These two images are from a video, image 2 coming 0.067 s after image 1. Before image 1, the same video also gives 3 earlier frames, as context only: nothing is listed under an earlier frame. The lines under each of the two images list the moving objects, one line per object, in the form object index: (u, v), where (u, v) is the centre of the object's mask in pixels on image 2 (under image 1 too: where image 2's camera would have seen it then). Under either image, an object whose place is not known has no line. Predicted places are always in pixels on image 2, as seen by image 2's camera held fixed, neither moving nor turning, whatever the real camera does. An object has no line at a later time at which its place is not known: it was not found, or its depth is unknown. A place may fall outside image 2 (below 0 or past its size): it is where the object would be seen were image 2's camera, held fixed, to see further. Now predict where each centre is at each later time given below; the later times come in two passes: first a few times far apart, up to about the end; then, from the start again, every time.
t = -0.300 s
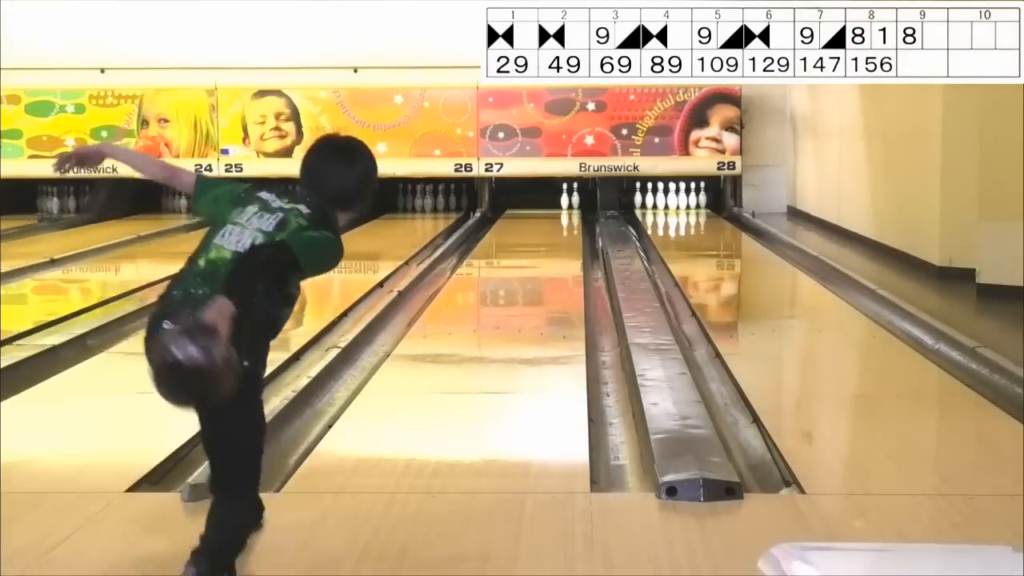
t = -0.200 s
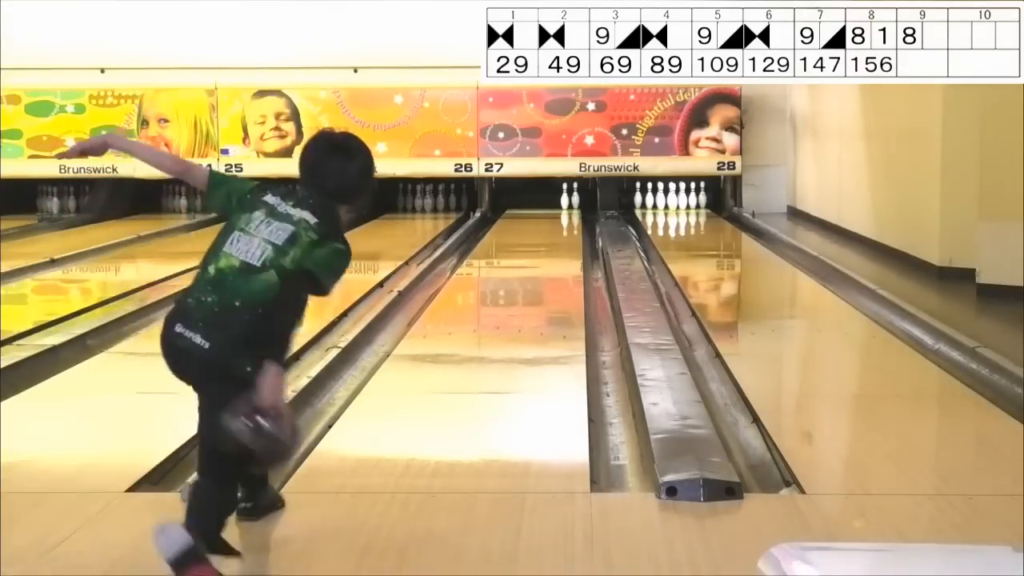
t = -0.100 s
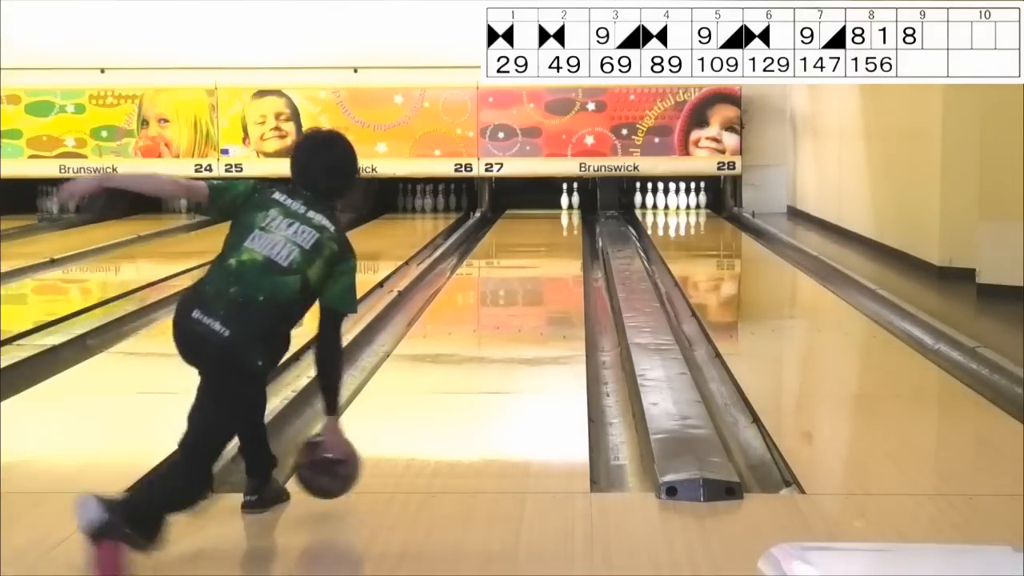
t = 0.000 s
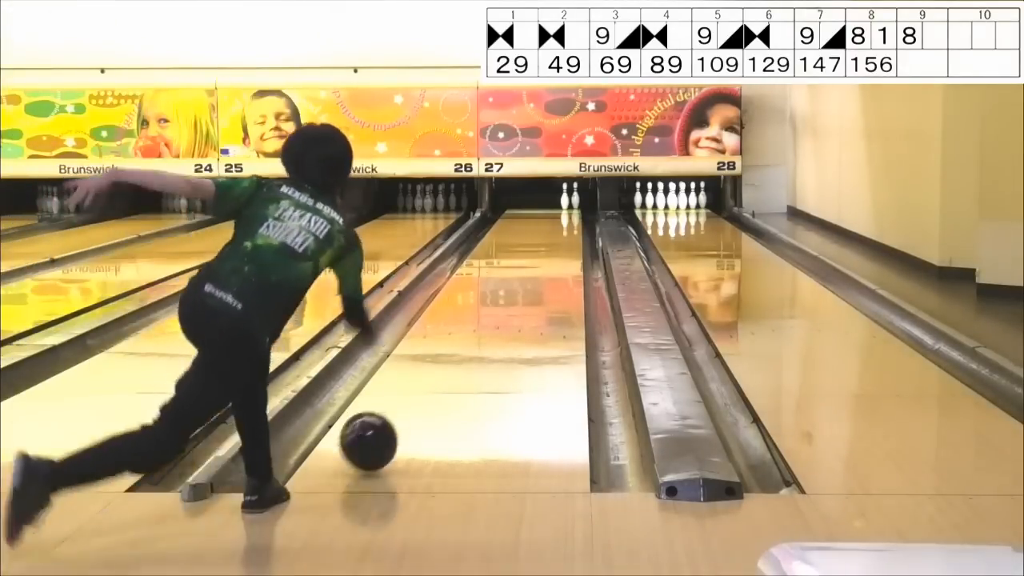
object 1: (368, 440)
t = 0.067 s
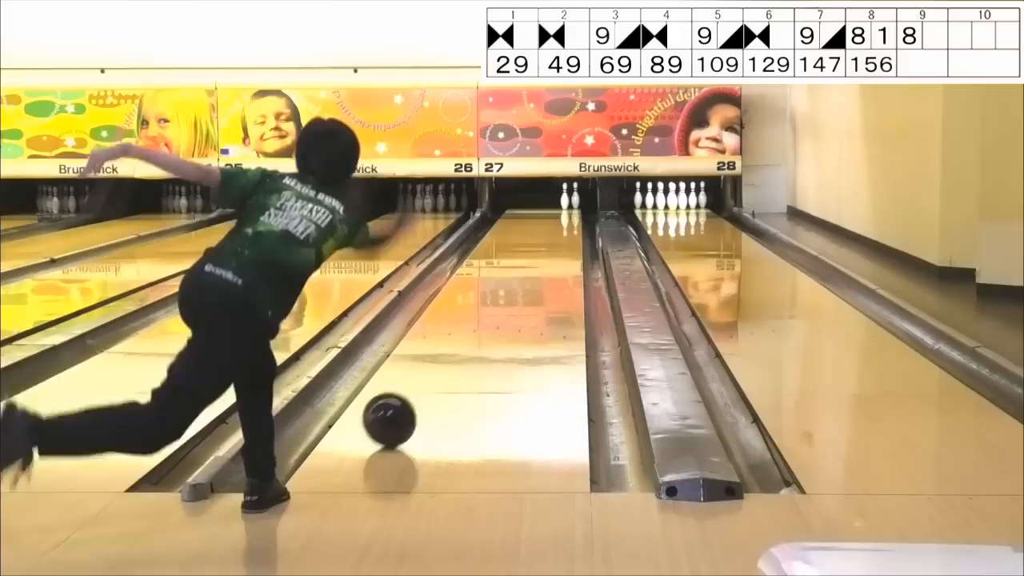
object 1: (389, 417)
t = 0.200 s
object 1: (422, 381)
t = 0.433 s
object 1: (465, 335)
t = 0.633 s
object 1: (490, 306)
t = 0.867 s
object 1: (512, 281)
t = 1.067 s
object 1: (526, 264)
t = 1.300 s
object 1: (539, 249)
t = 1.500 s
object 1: (548, 239)
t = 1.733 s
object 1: (556, 228)
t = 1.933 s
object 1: (560, 221)
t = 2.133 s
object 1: (563, 215)
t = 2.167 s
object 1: (563, 214)
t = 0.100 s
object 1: (398, 408)
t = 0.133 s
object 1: (407, 398)
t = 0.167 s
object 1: (415, 387)
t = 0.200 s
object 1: (422, 381)
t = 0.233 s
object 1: (430, 372)
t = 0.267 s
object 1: (437, 366)
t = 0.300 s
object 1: (443, 359)
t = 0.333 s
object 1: (449, 352)
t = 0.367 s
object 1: (454, 345)
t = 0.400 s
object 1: (459, 339)
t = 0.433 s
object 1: (465, 335)
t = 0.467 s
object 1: (470, 330)
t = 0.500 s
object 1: (474, 325)
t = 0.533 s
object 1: (478, 320)
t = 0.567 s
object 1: (482, 315)
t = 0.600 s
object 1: (486, 310)
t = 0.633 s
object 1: (490, 306)
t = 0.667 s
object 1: (494, 302)
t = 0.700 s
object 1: (497, 298)
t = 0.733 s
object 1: (500, 294)
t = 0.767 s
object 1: (503, 290)
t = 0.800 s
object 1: (506, 287)
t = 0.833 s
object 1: (509, 284)
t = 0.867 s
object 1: (512, 281)
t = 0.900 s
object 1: (514, 278)
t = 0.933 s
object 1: (517, 275)
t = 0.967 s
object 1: (520, 272)
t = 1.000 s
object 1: (522, 269)
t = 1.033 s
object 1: (524, 266)
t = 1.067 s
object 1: (526, 264)
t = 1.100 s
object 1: (528, 262)
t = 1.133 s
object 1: (530, 259)
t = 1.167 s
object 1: (532, 257)
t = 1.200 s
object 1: (534, 255)
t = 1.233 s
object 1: (536, 252)
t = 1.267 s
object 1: (538, 251)
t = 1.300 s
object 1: (539, 249)
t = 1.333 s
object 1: (541, 247)
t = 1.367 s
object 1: (542, 245)
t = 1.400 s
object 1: (544, 244)
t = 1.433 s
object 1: (545, 242)
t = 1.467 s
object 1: (547, 240)
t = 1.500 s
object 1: (548, 239)
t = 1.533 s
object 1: (549, 237)
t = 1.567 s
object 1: (551, 235)
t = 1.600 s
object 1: (551, 234)
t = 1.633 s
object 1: (553, 233)
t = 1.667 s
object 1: (554, 231)
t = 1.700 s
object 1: (555, 230)
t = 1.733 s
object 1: (556, 228)
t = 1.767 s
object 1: (557, 227)
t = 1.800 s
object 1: (557, 226)
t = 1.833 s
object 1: (558, 225)
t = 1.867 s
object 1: (559, 224)
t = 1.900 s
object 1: (560, 222)
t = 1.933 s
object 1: (560, 221)
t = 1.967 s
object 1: (561, 220)
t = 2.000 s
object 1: (561, 219)
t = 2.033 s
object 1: (562, 218)
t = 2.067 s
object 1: (562, 217)
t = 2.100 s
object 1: (562, 216)
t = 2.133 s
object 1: (563, 215)
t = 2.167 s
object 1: (563, 214)
